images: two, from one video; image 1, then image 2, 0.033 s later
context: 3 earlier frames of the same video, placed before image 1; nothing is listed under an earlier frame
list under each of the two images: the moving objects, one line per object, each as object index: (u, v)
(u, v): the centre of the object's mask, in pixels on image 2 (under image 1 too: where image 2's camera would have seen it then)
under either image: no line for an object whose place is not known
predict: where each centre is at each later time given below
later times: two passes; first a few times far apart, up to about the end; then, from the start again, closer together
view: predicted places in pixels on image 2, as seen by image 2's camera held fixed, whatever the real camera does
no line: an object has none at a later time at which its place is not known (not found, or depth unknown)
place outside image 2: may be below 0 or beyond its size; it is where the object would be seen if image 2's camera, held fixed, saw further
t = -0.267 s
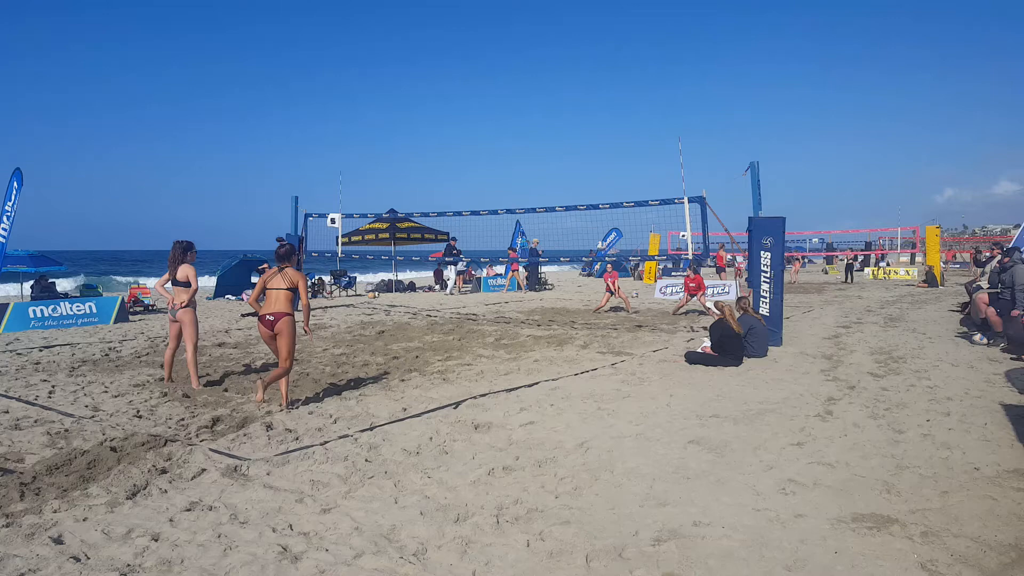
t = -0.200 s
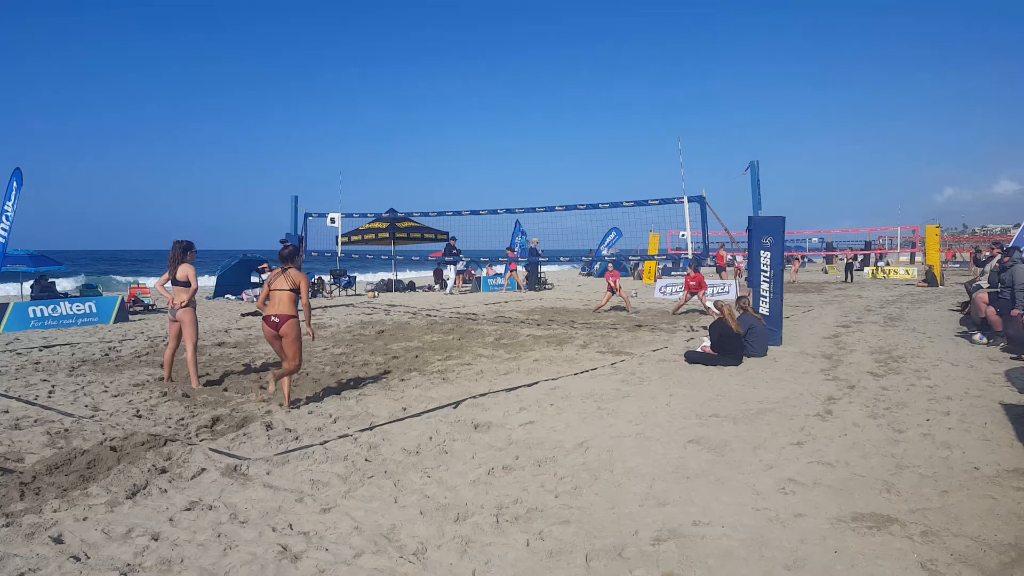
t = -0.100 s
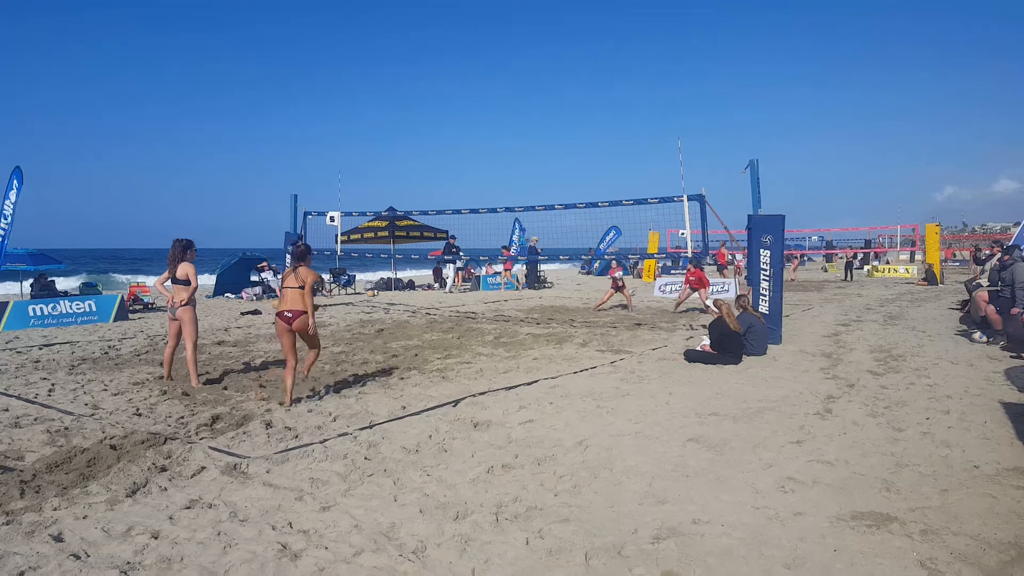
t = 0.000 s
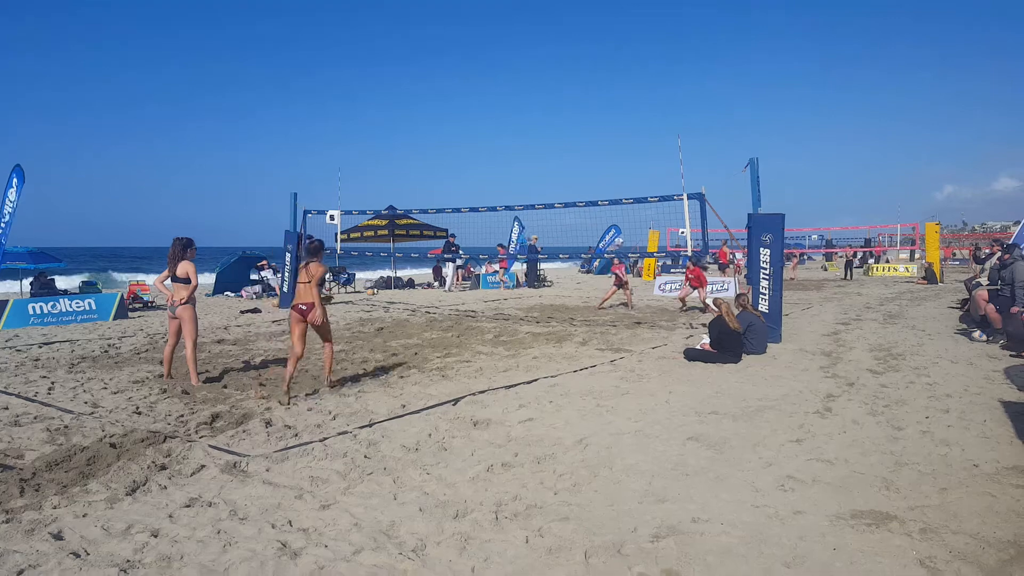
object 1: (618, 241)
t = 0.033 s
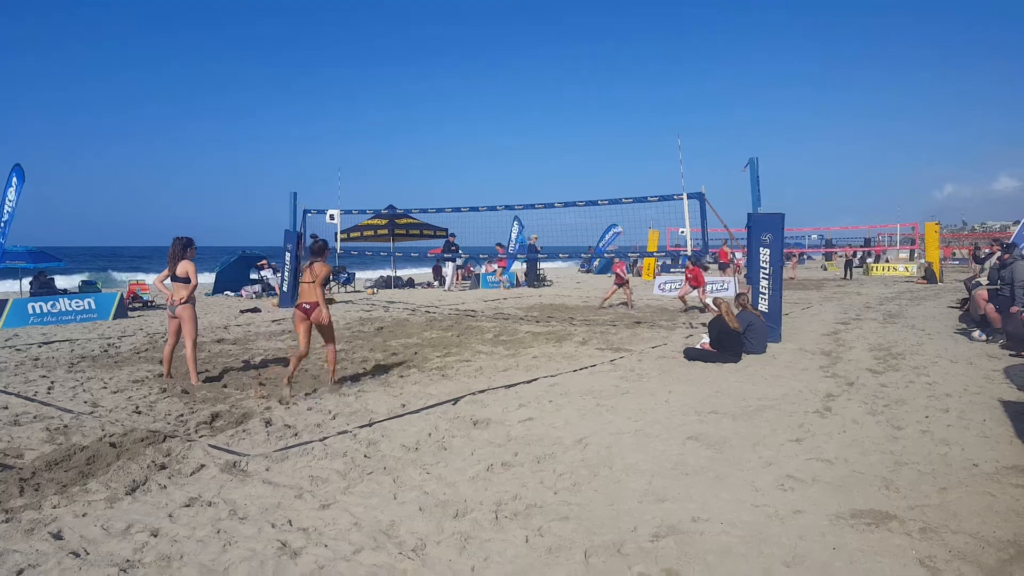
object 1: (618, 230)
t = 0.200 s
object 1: (619, 181)
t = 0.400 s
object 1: (621, 136)
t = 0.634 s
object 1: (623, 103)
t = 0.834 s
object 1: (626, 92)
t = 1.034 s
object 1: (629, 100)
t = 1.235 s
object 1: (633, 128)
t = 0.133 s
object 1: (619, 197)
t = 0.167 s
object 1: (619, 190)
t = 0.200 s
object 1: (619, 181)
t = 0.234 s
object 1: (620, 173)
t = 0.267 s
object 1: (620, 165)
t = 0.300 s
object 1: (620, 158)
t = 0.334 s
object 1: (620, 150)
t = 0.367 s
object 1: (621, 143)
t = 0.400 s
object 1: (621, 136)
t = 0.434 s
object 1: (621, 130)
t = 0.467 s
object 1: (622, 124)
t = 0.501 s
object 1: (622, 119)
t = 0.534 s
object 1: (622, 114)
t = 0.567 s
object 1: (622, 110)
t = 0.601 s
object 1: (623, 106)
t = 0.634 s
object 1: (623, 103)
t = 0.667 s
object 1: (624, 100)
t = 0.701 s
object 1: (624, 97)
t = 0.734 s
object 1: (624, 95)
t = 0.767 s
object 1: (625, 94)
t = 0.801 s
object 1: (625, 93)
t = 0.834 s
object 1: (626, 92)
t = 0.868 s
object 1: (626, 92)
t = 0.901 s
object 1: (627, 93)
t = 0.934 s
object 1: (627, 94)
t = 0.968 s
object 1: (627, 95)
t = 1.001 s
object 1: (628, 98)
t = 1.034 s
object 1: (629, 100)
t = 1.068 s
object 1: (629, 103)
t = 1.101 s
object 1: (630, 107)
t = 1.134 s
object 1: (630, 111)
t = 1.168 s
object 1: (631, 116)
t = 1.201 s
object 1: (632, 121)
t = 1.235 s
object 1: (633, 128)
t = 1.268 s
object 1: (633, 134)
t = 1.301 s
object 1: (634, 141)
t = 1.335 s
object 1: (634, 149)
